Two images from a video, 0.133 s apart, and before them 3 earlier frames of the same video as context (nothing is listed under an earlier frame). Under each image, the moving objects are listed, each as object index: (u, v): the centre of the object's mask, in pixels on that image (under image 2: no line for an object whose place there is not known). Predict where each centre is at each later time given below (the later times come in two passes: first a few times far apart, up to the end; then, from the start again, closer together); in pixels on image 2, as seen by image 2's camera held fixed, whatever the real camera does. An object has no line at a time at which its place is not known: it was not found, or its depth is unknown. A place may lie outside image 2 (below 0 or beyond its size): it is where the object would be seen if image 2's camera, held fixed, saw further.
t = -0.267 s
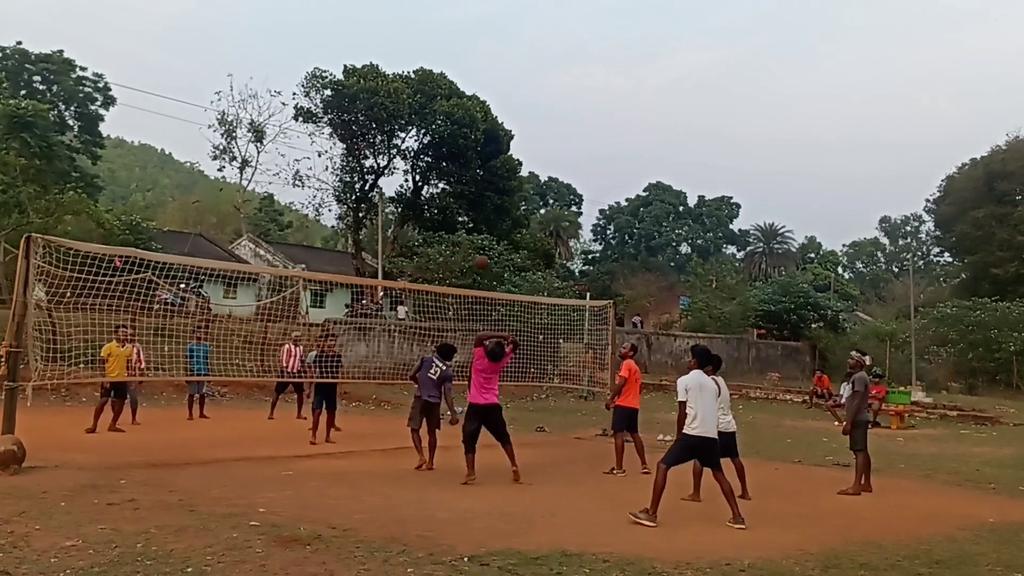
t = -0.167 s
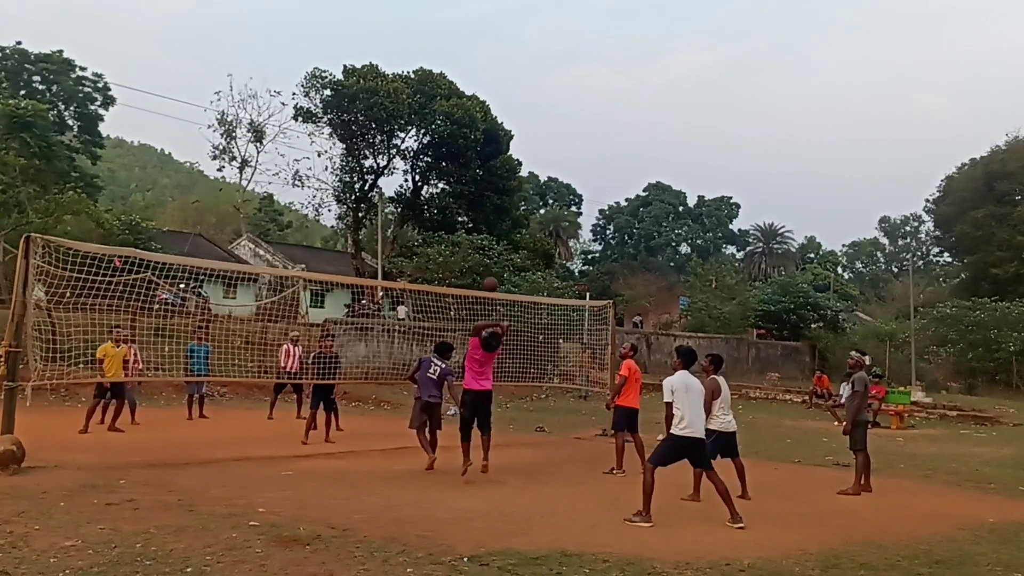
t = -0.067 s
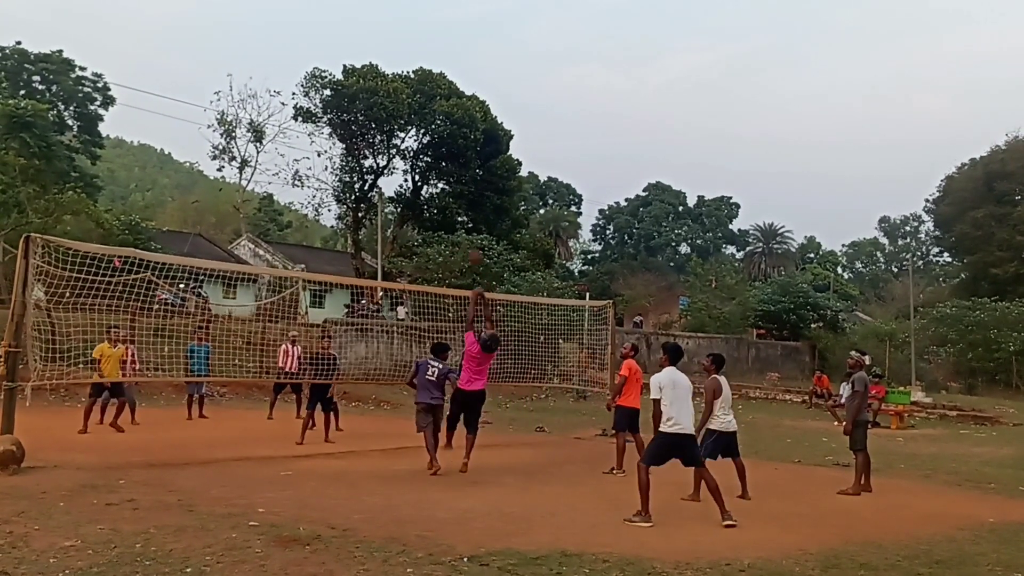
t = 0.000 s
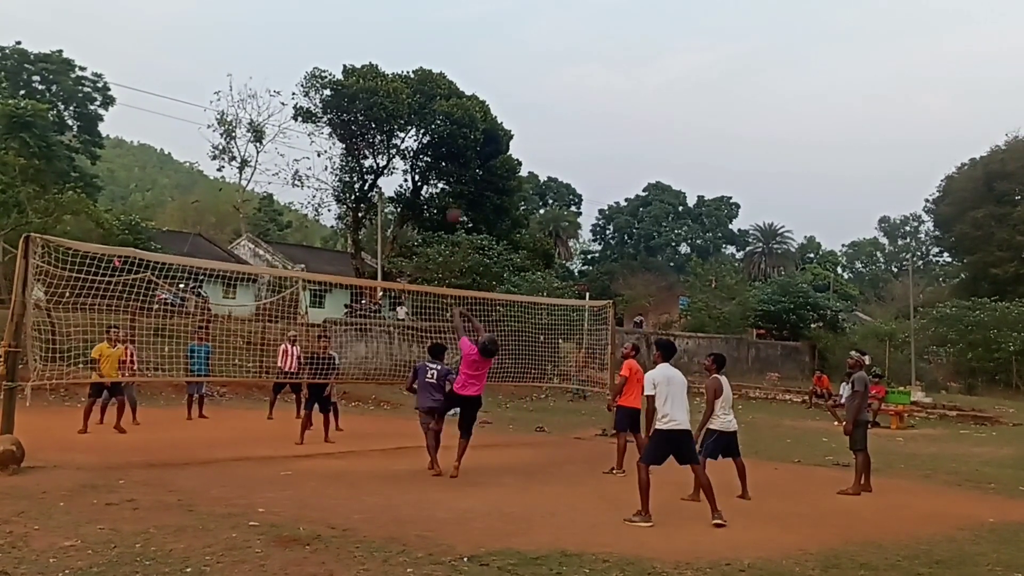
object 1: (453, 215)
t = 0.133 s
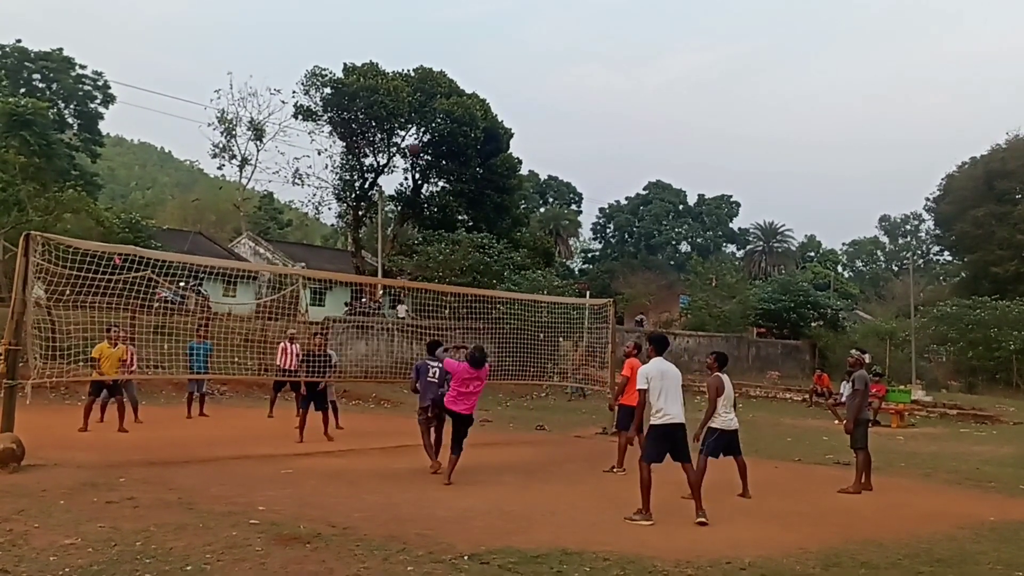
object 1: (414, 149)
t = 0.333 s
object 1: (363, 84)
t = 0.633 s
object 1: (294, 52)
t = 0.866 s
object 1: (248, 69)
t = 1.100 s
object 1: (207, 117)
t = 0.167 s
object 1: (405, 135)
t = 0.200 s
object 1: (395, 123)
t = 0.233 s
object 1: (388, 111)
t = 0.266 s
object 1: (380, 102)
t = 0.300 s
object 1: (370, 92)
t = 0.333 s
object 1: (363, 84)
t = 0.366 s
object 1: (354, 78)
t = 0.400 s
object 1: (346, 71)
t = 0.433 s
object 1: (339, 66)
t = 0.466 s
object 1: (330, 62)
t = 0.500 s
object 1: (322, 58)
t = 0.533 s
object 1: (315, 55)
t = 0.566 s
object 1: (308, 53)
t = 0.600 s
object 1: (301, 52)
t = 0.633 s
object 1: (294, 52)
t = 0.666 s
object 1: (287, 52)
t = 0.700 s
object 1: (281, 53)
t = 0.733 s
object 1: (274, 55)
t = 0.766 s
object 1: (267, 58)
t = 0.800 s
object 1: (261, 61)
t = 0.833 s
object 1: (254, 65)
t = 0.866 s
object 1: (248, 69)
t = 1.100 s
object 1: (207, 117)
